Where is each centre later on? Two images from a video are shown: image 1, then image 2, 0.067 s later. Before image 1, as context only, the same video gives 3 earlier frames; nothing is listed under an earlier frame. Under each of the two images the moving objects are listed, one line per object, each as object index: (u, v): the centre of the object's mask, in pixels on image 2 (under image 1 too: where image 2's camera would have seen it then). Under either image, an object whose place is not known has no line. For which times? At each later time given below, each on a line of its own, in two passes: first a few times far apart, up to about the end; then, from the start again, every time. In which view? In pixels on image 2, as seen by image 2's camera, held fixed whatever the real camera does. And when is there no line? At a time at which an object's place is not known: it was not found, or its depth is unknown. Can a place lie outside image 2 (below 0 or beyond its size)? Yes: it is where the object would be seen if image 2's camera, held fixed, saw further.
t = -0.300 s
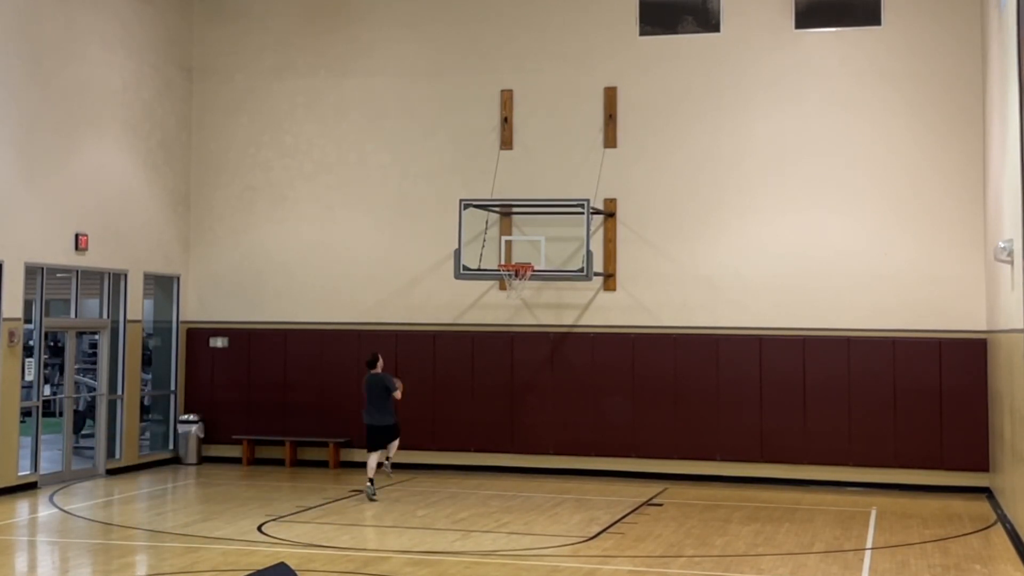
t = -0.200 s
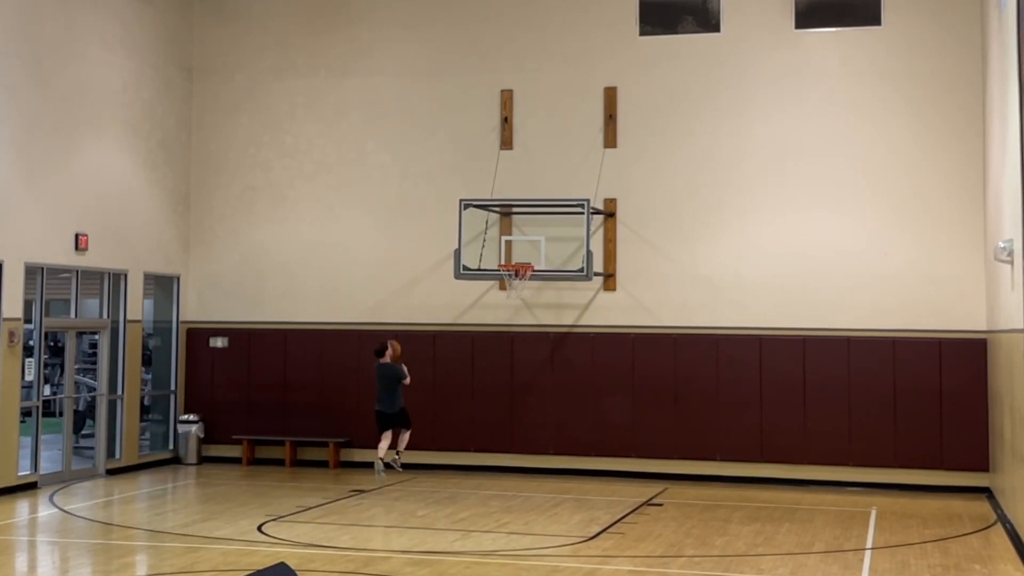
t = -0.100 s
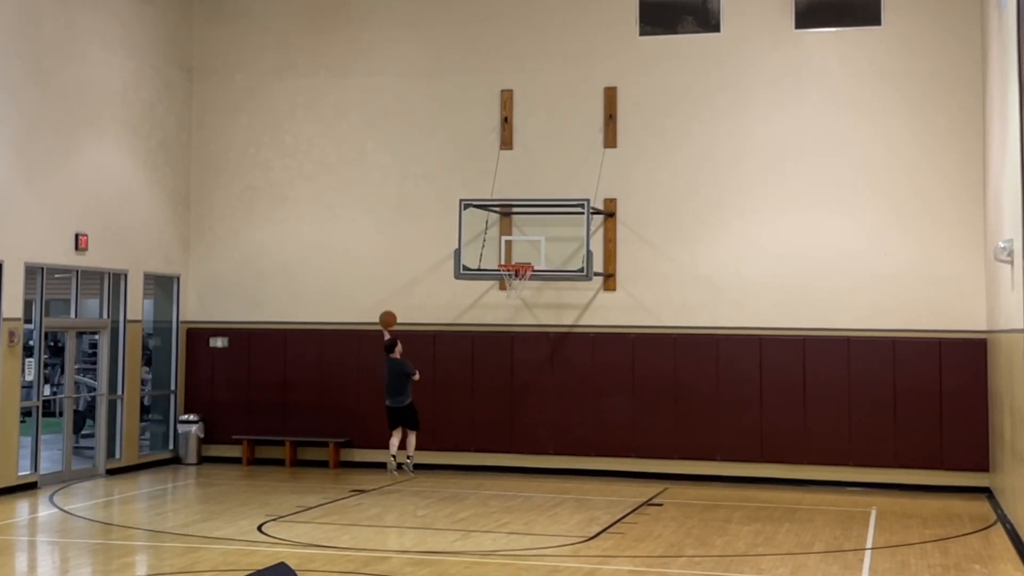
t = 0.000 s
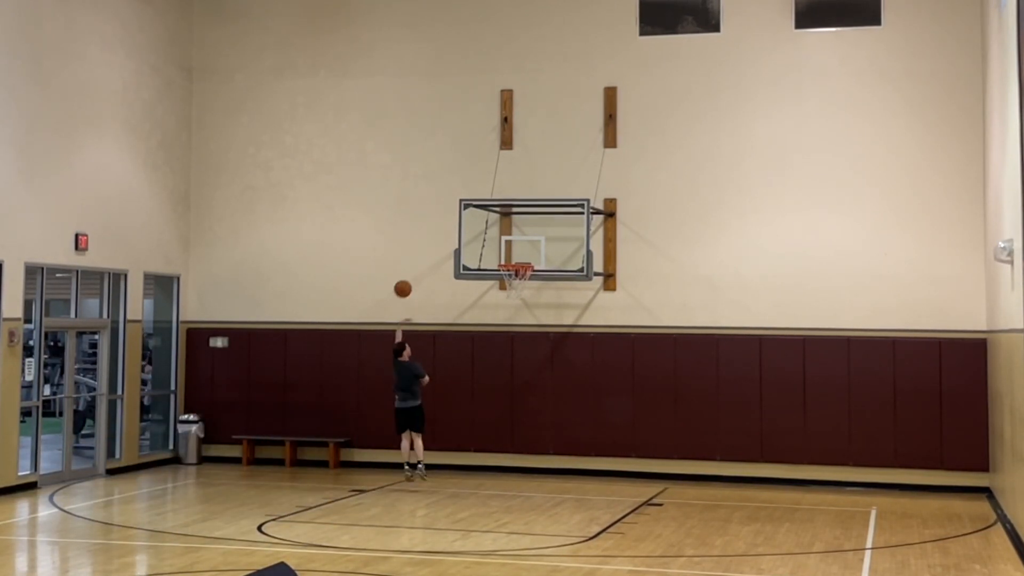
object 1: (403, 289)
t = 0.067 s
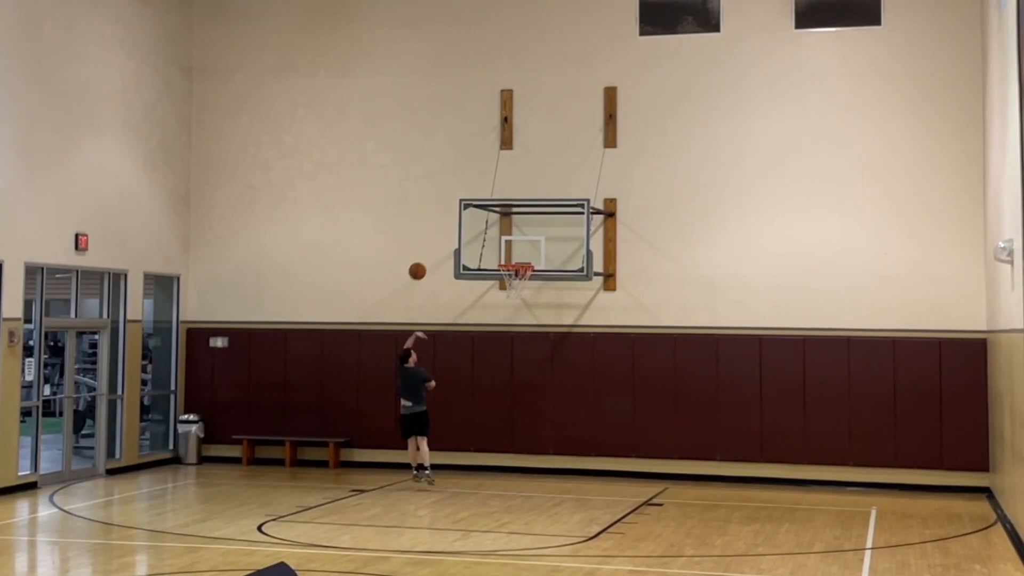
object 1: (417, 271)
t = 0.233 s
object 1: (452, 241)
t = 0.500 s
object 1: (500, 232)
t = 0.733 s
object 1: (523, 257)
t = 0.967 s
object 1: (505, 253)
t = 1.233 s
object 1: (509, 255)
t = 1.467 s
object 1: (513, 256)
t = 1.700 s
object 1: (519, 271)
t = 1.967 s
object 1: (522, 326)
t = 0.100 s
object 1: (424, 264)
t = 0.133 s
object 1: (431, 257)
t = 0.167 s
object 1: (438, 251)
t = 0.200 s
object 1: (445, 246)
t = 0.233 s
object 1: (452, 241)
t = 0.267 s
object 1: (460, 238)
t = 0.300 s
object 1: (466, 235)
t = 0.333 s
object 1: (473, 233)
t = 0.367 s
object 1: (480, 232)
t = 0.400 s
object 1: (486, 232)
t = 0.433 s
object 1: (493, 232)
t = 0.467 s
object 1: (496, 231)
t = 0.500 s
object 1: (500, 232)
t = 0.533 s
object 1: (503, 233)
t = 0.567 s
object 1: (507, 235)
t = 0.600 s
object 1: (510, 238)
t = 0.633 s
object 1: (513, 241)
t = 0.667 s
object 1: (516, 246)
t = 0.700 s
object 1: (520, 251)
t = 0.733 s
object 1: (523, 257)
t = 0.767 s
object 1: (522, 258)
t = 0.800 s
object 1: (517, 257)
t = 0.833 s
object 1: (513, 257)
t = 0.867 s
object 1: (508, 257)
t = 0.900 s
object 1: (504, 257)
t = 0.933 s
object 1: (505, 255)
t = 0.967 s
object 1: (505, 253)
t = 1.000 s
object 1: (506, 252)
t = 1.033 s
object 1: (506, 251)
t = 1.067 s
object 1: (507, 251)
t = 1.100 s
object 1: (507, 251)
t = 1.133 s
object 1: (508, 253)
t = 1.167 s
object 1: (508, 255)
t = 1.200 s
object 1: (508, 256)
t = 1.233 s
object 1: (509, 255)
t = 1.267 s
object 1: (509, 253)
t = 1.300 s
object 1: (510, 253)
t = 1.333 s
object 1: (510, 253)
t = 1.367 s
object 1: (511, 254)
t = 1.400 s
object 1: (511, 256)
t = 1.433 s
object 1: (512, 257)
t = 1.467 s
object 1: (513, 256)
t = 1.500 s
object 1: (514, 257)
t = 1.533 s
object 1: (515, 257)
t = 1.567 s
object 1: (516, 258)
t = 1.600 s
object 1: (517, 260)
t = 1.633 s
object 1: (519, 262)
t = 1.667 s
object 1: (520, 266)
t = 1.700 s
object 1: (519, 271)
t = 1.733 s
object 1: (521, 282)
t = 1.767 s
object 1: (522, 285)
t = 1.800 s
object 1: (523, 290)
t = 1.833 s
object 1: (523, 296)
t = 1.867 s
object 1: (522, 302)
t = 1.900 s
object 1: (522, 309)
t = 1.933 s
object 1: (522, 317)
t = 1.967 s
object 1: (522, 326)
